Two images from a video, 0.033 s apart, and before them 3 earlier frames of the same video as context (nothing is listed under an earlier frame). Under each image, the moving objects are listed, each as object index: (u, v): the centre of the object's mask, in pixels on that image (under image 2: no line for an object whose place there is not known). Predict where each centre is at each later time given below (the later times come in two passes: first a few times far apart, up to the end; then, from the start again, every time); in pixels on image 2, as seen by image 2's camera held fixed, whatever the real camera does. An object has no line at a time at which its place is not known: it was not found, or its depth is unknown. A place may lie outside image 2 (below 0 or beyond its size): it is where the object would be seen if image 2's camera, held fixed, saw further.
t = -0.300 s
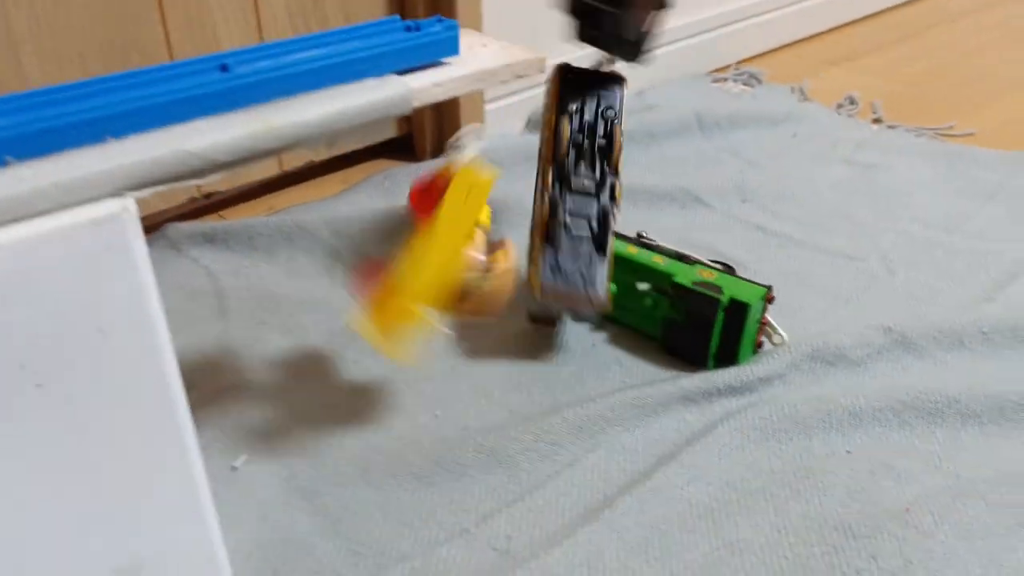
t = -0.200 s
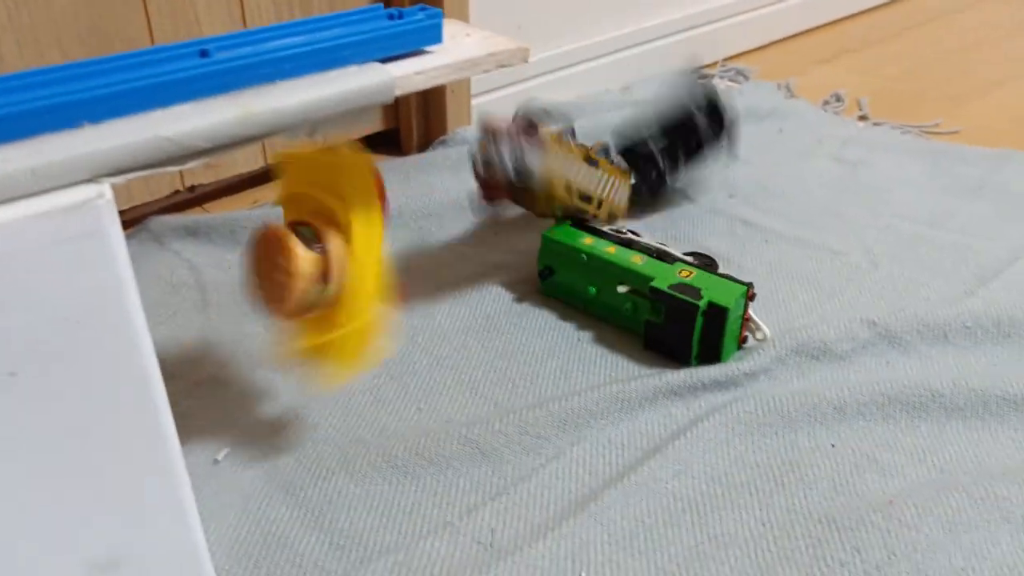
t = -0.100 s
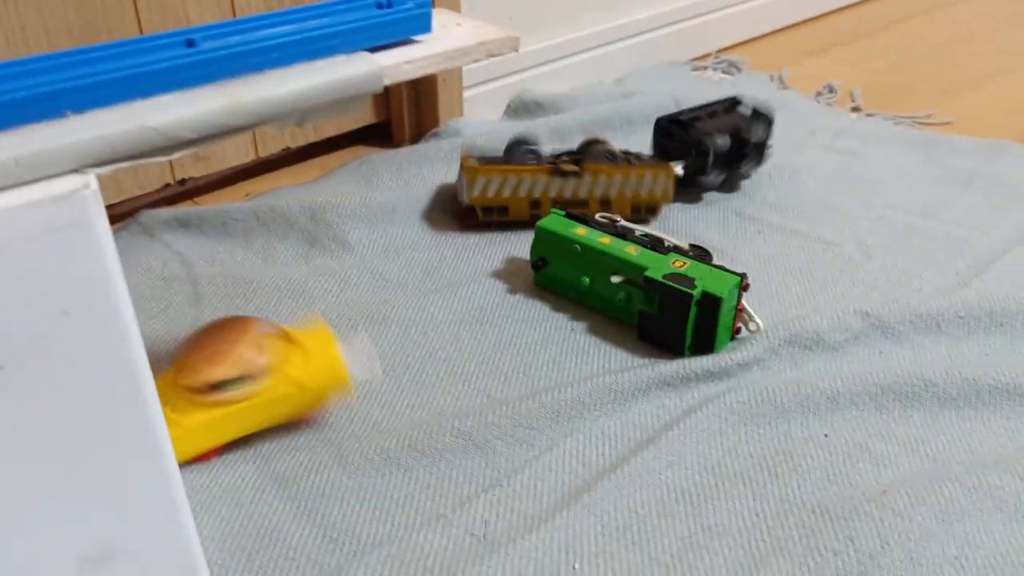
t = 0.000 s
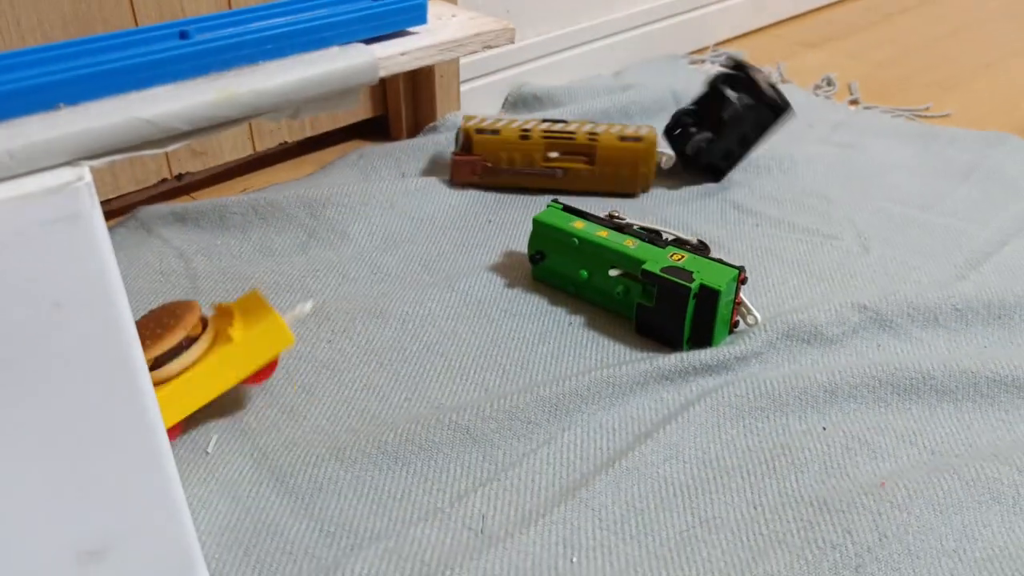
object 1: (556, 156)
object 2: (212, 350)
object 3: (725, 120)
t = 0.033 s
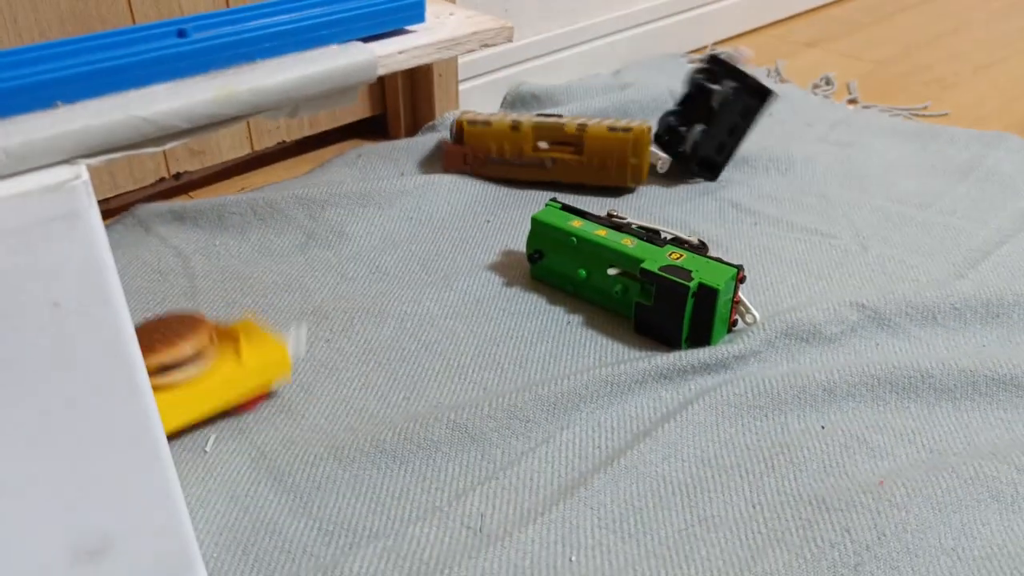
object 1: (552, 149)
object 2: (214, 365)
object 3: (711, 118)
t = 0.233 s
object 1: (550, 152)
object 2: (213, 373)
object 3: (653, 106)
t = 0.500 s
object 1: (550, 152)
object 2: (213, 373)
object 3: (640, 117)
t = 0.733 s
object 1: (550, 152)
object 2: (215, 373)
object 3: (640, 118)
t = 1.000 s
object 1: (550, 152)
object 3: (640, 118)
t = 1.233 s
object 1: (549, 152)
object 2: (215, 373)
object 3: (640, 118)
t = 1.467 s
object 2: (215, 373)
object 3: (640, 117)
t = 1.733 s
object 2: (215, 373)
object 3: (640, 118)
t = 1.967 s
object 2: (216, 373)
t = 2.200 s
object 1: (550, 152)
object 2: (217, 372)
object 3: (640, 118)
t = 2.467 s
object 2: (217, 373)
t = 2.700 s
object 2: (220, 373)
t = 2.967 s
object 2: (219, 372)
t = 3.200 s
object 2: (218, 373)
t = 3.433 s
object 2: (219, 373)
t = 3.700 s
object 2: (219, 373)
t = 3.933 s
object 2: (218, 373)
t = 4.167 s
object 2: (219, 372)
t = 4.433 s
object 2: (218, 373)
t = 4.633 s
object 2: (219, 373)
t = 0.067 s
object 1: (551, 149)
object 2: (214, 372)
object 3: (702, 110)
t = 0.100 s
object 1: (550, 151)
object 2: (214, 375)
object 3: (695, 105)
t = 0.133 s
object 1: (550, 152)
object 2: (213, 375)
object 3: (687, 102)
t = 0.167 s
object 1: (550, 152)
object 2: (212, 373)
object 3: (678, 102)
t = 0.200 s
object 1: (550, 152)
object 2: (212, 373)
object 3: (667, 103)
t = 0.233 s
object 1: (550, 152)
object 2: (213, 373)
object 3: (653, 106)
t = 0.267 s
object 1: (550, 152)
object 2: (213, 373)
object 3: (643, 117)
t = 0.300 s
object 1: (550, 151)
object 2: (213, 373)
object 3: (639, 116)
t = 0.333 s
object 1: (550, 151)
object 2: (213, 373)
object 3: (640, 117)
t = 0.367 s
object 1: (550, 152)
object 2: (213, 373)
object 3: (640, 117)
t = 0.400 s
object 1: (550, 152)
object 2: (213, 373)
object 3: (640, 117)
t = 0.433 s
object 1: (550, 152)
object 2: (213, 373)
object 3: (640, 117)
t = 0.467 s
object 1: (550, 152)
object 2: (213, 373)
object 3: (640, 117)
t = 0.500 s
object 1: (550, 152)
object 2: (213, 373)
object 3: (640, 117)
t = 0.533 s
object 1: (550, 152)
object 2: (213, 373)
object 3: (640, 117)
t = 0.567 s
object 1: (550, 152)
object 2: (214, 373)
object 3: (640, 118)
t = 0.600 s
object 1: (550, 151)
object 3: (640, 117)
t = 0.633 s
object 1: (550, 151)
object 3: (640, 117)
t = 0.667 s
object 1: (550, 152)
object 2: (215, 373)
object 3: (640, 117)
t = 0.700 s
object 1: (550, 152)
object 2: (215, 373)
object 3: (640, 118)
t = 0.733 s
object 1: (550, 152)
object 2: (215, 373)
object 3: (640, 118)
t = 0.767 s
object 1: (550, 151)
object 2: (215, 373)
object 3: (640, 117)
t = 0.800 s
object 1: (550, 152)
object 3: (640, 118)
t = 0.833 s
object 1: (550, 152)
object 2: (215, 373)
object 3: (640, 118)
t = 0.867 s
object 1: (550, 152)
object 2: (215, 373)
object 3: (640, 118)
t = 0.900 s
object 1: (550, 151)
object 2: (215, 373)
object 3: (640, 117)
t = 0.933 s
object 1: (550, 151)
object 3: (640, 118)
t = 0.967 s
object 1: (550, 152)
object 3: (640, 117)
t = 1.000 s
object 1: (550, 152)
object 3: (640, 118)
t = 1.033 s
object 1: (550, 152)
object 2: (215, 373)
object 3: (640, 118)
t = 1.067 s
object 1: (550, 152)
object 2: (215, 373)
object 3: (640, 117)
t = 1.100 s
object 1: (550, 152)
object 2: (215, 373)
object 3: (640, 118)
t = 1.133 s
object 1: (549, 152)
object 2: (215, 373)
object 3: (640, 117)
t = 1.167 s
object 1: (549, 152)
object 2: (215, 373)
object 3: (640, 118)
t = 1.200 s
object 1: (549, 152)
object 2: (215, 373)
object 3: (640, 117)
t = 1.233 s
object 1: (549, 152)
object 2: (215, 373)
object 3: (640, 118)
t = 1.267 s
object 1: (549, 152)
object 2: (215, 373)
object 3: (640, 118)
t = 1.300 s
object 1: (549, 152)
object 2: (215, 373)
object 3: (640, 118)
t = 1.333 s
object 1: (550, 152)
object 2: (215, 373)
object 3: (640, 118)
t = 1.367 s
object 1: (550, 152)
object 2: (215, 373)
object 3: (640, 118)
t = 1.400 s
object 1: (550, 152)
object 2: (215, 373)
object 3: (640, 118)
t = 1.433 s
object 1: (550, 152)
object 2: (215, 373)
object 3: (640, 118)
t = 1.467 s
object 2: (215, 373)
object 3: (640, 117)
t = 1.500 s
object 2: (216, 373)
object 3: (640, 118)
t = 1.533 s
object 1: (549, 152)
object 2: (216, 373)
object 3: (640, 118)
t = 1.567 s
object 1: (549, 152)
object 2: (215, 373)
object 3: (640, 118)
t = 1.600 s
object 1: (549, 152)
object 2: (215, 373)
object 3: (640, 118)
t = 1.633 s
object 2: (216, 373)
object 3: (640, 118)
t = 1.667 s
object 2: (216, 373)
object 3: (640, 118)
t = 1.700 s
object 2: (216, 373)
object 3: (640, 118)
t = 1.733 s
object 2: (215, 373)
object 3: (640, 118)
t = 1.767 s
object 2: (216, 373)
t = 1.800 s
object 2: (216, 373)
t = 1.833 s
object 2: (216, 373)
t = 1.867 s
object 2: (216, 373)
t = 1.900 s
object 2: (216, 373)
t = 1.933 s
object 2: (216, 373)
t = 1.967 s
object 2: (216, 373)
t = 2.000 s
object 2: (216, 373)
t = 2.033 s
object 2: (216, 373)
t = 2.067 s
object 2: (216, 373)
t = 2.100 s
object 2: (217, 373)
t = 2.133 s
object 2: (218, 372)
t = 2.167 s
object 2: (218, 372)
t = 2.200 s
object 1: (550, 152)
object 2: (217, 372)
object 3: (640, 118)
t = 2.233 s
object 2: (217, 373)
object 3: (640, 118)
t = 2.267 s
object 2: (217, 373)
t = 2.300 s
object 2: (217, 373)
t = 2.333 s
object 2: (218, 373)
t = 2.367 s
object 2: (218, 372)
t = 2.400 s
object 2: (217, 373)
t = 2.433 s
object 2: (217, 372)
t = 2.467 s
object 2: (217, 373)
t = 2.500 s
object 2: (217, 373)
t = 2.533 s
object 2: (218, 373)
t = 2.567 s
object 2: (218, 372)
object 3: (640, 117)
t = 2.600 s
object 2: (218, 372)
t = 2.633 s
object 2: (218, 372)
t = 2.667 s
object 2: (219, 373)
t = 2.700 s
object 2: (220, 373)
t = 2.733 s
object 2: (219, 372)
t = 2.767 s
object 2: (220, 373)
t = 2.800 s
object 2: (219, 372)
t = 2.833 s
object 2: (219, 372)
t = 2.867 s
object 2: (219, 372)
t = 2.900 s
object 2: (219, 372)
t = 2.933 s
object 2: (219, 372)
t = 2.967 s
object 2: (219, 372)
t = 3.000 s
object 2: (218, 372)
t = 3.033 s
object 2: (218, 372)
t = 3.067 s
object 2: (218, 373)
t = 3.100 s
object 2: (218, 372)
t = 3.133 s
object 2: (218, 372)
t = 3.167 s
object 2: (218, 373)
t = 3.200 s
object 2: (218, 373)
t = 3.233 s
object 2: (218, 372)
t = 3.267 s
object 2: (218, 372)
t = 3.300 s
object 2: (219, 372)
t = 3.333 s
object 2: (219, 373)
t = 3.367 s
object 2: (219, 373)
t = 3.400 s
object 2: (219, 373)
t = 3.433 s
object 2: (219, 373)
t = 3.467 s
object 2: (218, 373)
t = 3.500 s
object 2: (218, 372)
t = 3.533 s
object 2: (219, 372)
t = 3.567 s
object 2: (219, 372)
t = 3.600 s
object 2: (219, 372)
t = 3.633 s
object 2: (220, 372)
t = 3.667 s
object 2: (219, 373)
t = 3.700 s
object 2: (219, 373)
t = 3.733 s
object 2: (219, 373)
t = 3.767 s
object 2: (219, 373)
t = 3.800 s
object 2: (219, 373)
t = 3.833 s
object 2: (219, 373)
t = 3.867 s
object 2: (218, 373)
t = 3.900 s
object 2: (218, 373)
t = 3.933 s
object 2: (218, 373)
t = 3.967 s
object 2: (218, 373)
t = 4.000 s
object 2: (219, 373)
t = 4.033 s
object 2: (219, 372)
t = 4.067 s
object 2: (218, 373)
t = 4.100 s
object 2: (219, 373)
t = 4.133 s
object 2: (219, 373)
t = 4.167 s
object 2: (219, 372)
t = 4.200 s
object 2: (219, 373)
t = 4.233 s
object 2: (219, 373)
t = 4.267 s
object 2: (219, 373)
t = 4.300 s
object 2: (219, 373)
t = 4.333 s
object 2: (219, 373)
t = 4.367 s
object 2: (218, 373)
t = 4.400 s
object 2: (218, 373)
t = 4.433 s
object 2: (218, 373)
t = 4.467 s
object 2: (218, 373)
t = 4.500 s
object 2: (218, 372)
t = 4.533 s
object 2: (218, 373)
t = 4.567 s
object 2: (219, 373)
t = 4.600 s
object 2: (219, 373)
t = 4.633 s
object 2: (219, 373)
